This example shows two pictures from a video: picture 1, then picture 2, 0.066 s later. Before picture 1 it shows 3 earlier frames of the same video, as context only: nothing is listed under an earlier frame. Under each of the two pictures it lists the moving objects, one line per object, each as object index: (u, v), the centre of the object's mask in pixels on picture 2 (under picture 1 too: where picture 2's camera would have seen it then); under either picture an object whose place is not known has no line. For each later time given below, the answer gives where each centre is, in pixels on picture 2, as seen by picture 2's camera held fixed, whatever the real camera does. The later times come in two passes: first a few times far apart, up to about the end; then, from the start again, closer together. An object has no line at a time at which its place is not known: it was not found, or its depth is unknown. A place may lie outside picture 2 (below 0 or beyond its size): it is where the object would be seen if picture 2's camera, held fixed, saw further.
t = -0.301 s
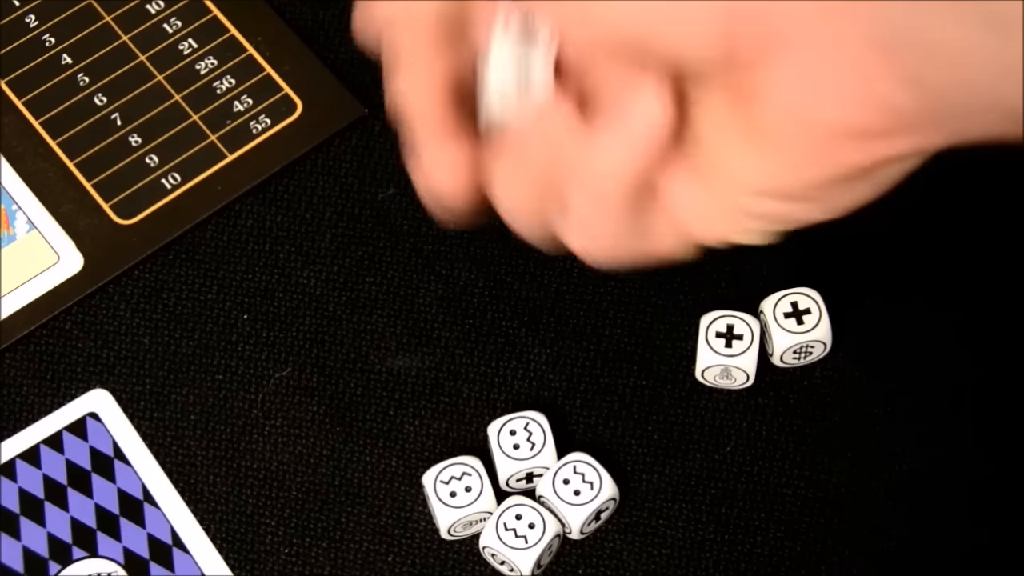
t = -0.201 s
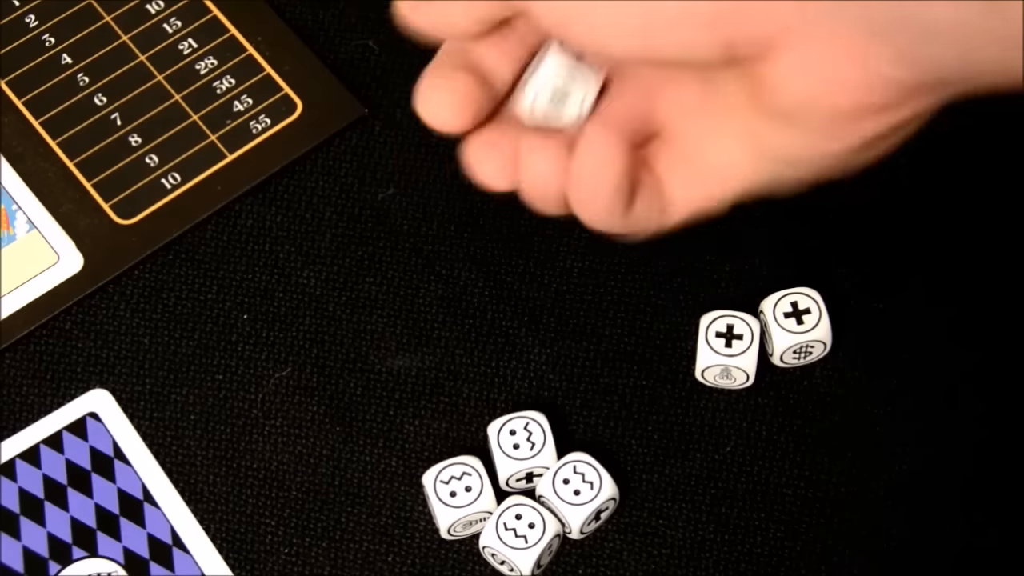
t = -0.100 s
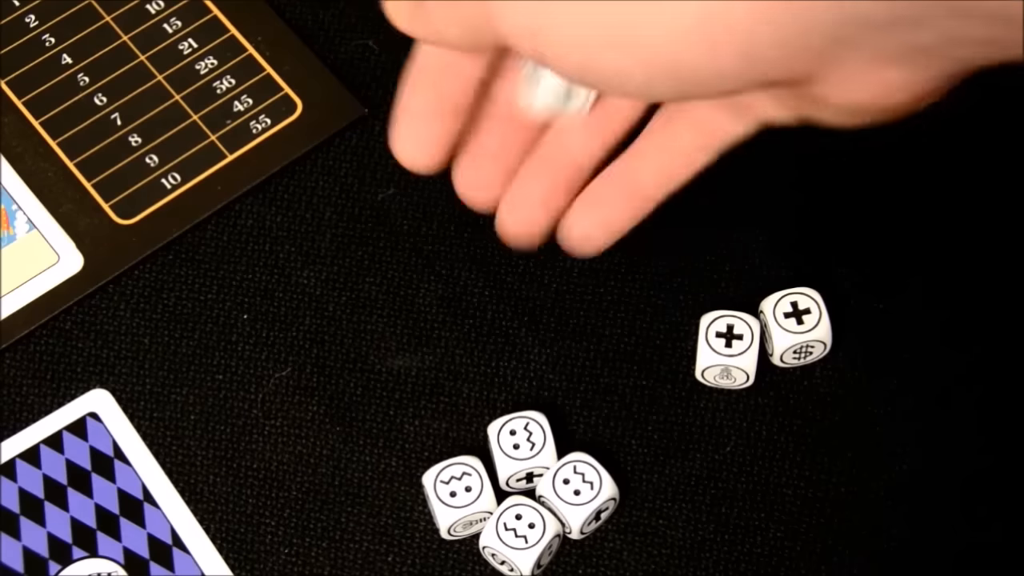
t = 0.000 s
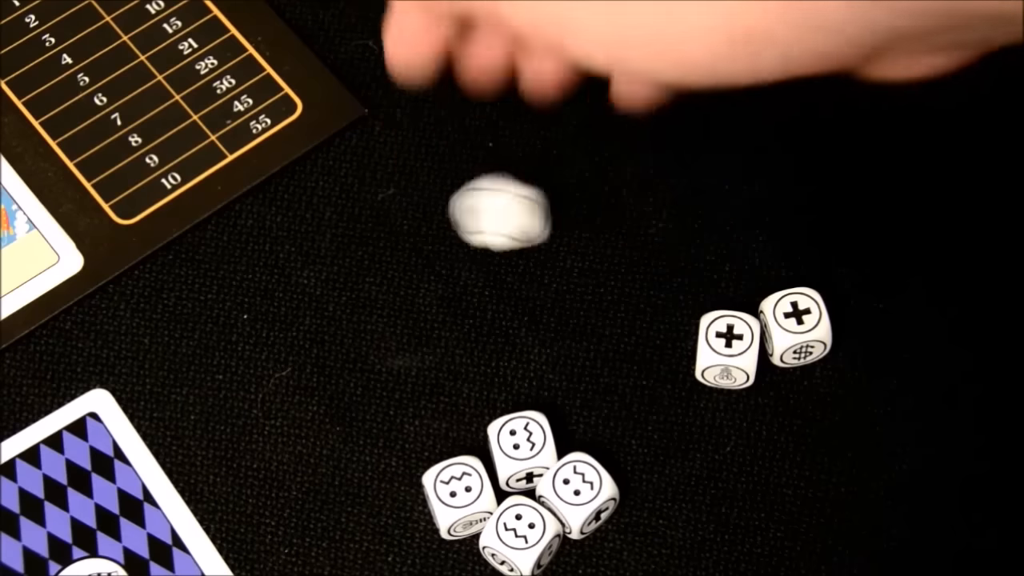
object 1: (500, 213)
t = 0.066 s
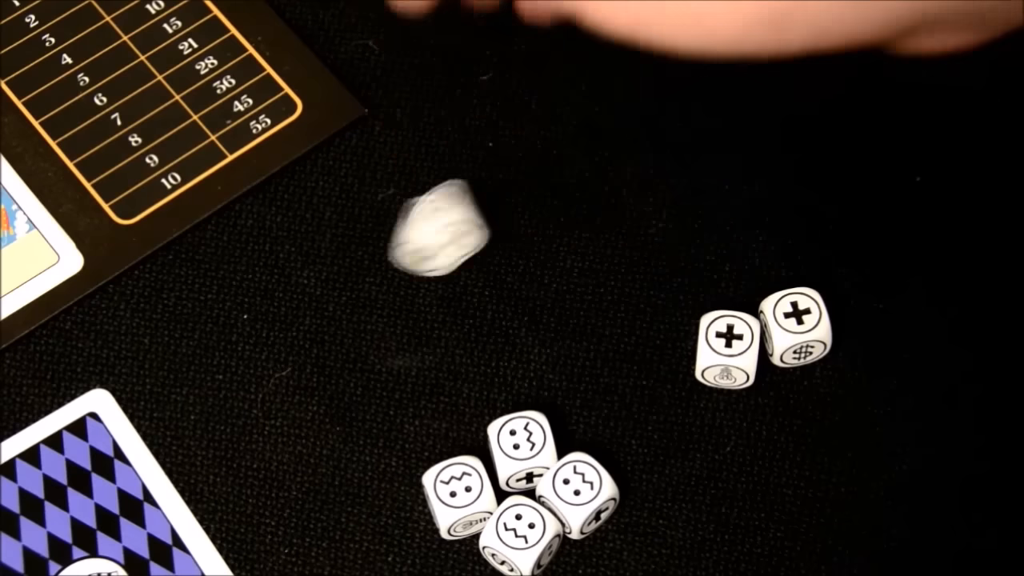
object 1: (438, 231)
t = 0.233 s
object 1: (273, 238)
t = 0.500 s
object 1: (199, 242)
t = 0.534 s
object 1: (207, 245)
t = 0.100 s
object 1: (398, 238)
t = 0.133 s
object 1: (368, 245)
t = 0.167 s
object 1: (327, 250)
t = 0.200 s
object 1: (304, 244)
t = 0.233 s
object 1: (273, 238)
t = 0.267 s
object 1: (251, 239)
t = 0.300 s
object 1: (233, 243)
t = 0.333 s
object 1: (206, 243)
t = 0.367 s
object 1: (195, 241)
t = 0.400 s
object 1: (191, 241)
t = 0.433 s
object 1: (191, 241)
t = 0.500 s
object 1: (199, 242)
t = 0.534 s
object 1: (207, 245)
